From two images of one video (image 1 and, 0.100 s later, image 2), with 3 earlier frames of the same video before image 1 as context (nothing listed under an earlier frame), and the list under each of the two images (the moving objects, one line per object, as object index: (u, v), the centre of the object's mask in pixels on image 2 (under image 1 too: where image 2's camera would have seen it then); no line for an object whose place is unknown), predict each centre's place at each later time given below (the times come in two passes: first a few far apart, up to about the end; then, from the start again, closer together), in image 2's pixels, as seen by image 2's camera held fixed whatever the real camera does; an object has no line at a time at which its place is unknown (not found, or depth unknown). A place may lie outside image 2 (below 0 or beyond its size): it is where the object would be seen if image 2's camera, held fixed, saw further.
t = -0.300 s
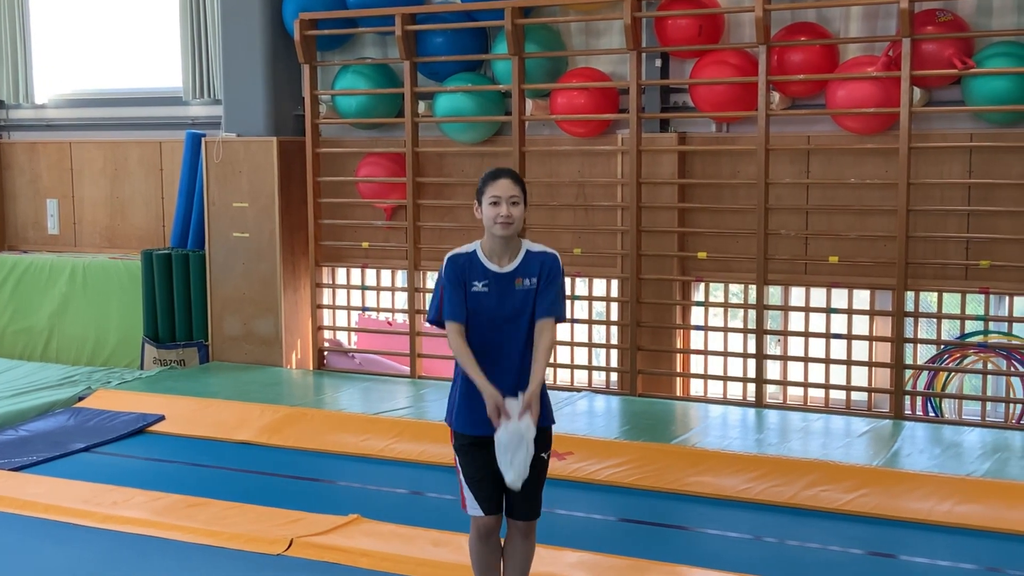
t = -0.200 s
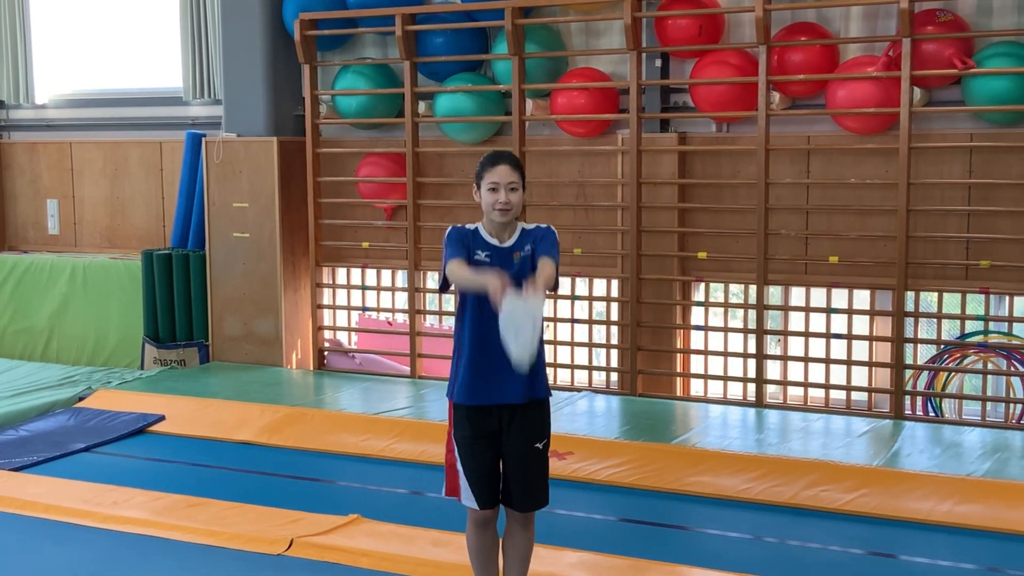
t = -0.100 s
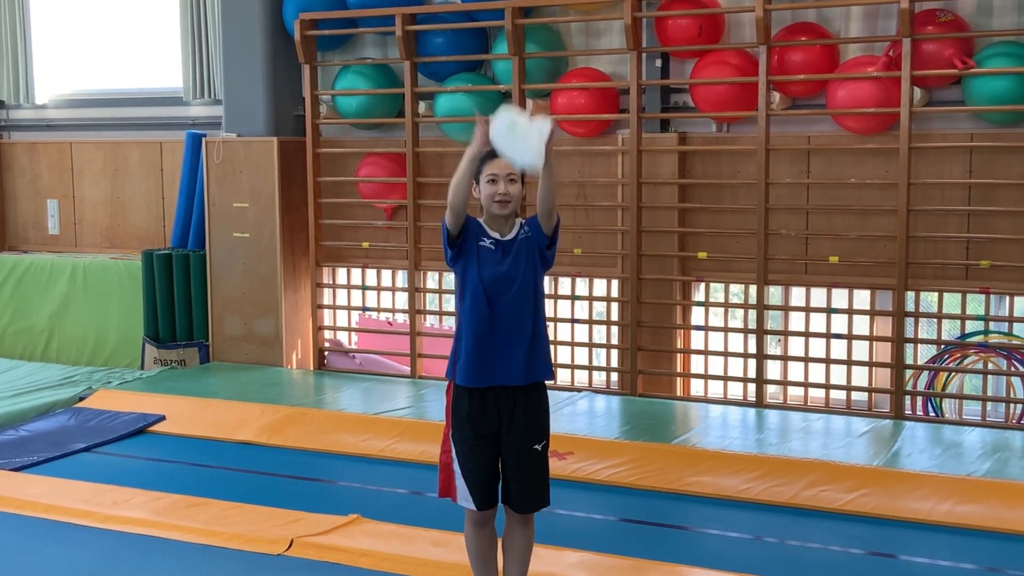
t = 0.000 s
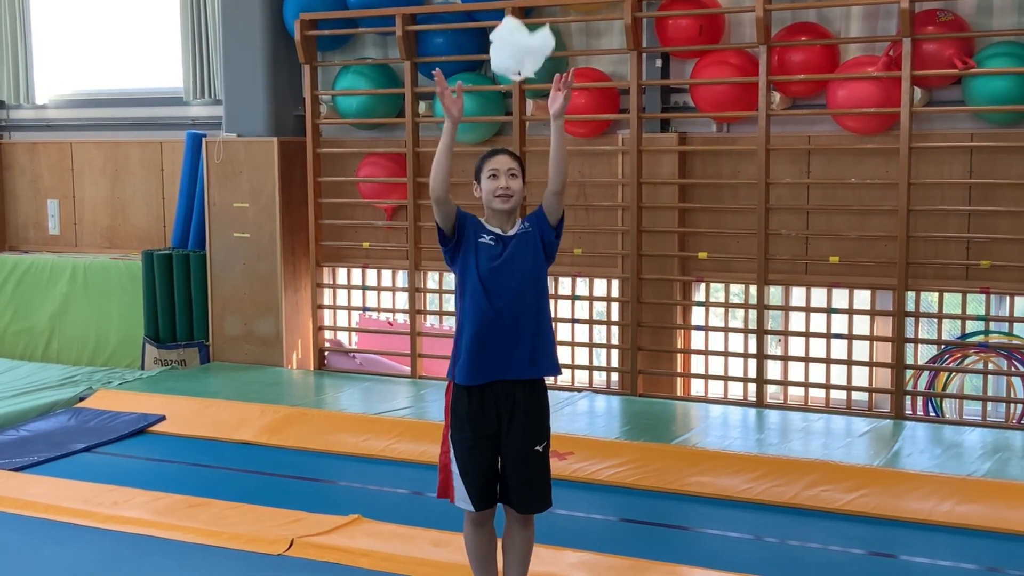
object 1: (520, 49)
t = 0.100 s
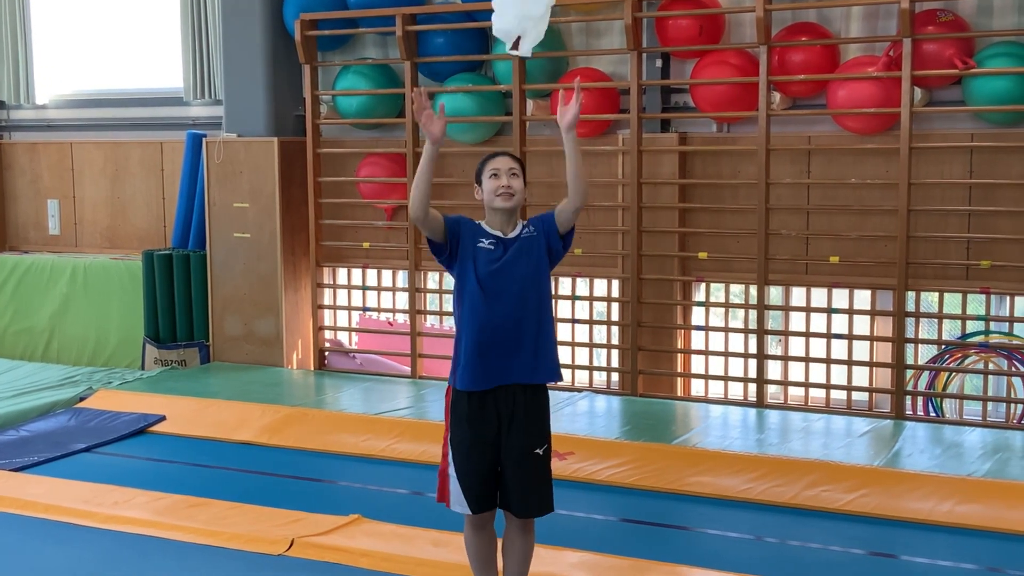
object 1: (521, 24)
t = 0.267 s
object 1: (530, 20)
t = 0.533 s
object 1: (546, 20)
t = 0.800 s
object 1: (553, 57)
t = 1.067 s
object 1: (538, 121)
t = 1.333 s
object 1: (529, 186)
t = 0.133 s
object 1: (521, 21)
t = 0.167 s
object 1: (524, 20)
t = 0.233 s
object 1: (527, 19)
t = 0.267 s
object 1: (530, 20)
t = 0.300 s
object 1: (533, 20)
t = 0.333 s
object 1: (535, 19)
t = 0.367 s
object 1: (538, 19)
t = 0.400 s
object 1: (541, 19)
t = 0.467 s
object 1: (544, 17)
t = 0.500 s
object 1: (546, 18)
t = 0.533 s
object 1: (546, 20)
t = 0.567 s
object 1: (548, 23)
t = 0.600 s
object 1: (550, 26)
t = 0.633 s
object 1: (551, 29)
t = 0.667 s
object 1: (552, 33)
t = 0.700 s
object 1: (553, 37)
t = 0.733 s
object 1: (554, 42)
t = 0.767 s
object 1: (554, 50)
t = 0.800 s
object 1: (553, 57)
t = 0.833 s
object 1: (552, 65)
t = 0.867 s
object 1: (551, 73)
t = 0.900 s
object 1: (549, 82)
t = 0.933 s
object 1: (547, 90)
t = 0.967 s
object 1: (545, 97)
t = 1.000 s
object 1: (543, 105)
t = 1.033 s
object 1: (540, 113)
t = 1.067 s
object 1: (538, 121)
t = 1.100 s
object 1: (535, 129)
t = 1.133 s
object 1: (533, 136)
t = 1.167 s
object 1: (532, 144)
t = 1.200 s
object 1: (530, 152)
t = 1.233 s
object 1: (529, 160)
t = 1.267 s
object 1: (529, 169)
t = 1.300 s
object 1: (529, 177)
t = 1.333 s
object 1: (529, 186)
